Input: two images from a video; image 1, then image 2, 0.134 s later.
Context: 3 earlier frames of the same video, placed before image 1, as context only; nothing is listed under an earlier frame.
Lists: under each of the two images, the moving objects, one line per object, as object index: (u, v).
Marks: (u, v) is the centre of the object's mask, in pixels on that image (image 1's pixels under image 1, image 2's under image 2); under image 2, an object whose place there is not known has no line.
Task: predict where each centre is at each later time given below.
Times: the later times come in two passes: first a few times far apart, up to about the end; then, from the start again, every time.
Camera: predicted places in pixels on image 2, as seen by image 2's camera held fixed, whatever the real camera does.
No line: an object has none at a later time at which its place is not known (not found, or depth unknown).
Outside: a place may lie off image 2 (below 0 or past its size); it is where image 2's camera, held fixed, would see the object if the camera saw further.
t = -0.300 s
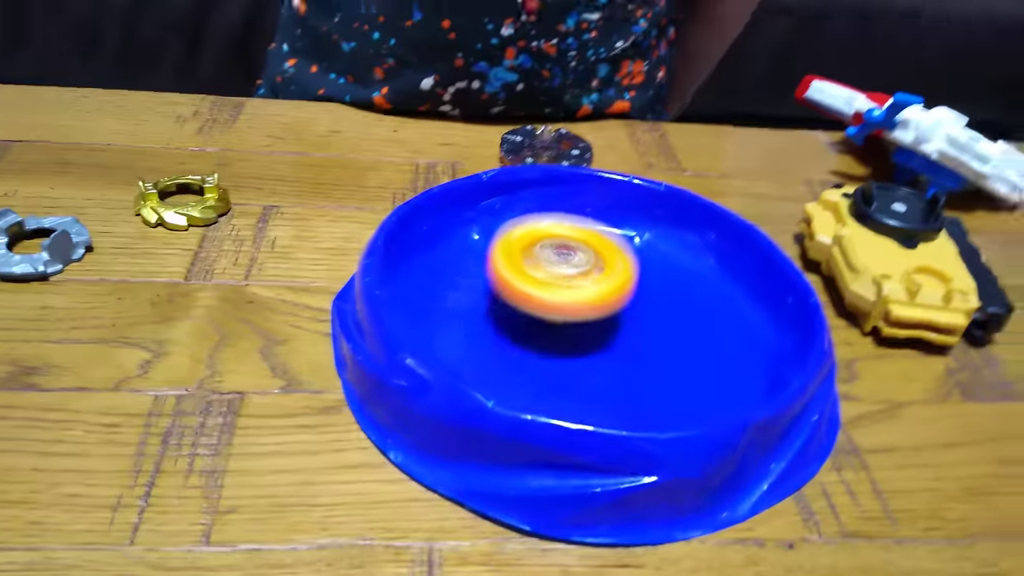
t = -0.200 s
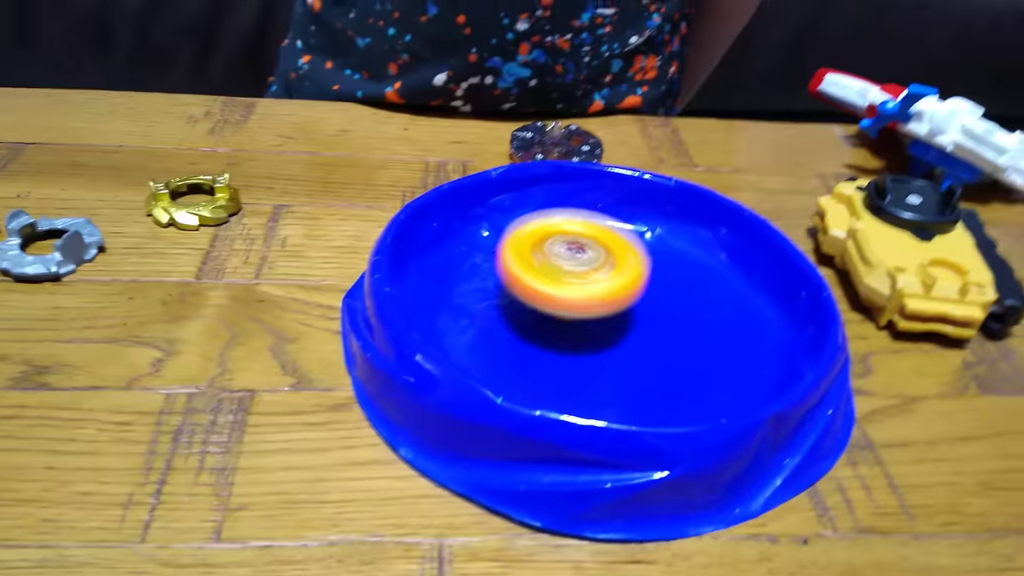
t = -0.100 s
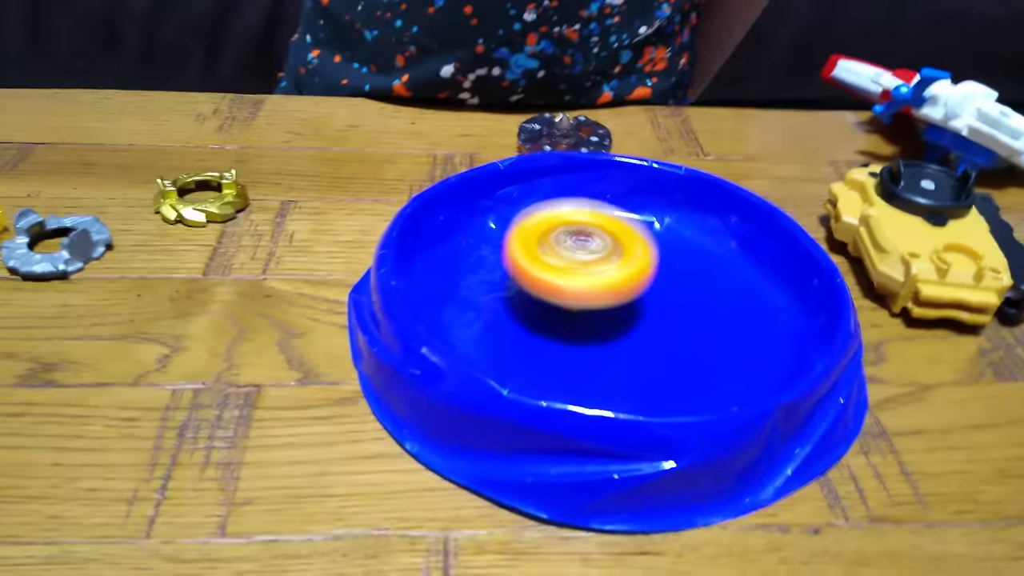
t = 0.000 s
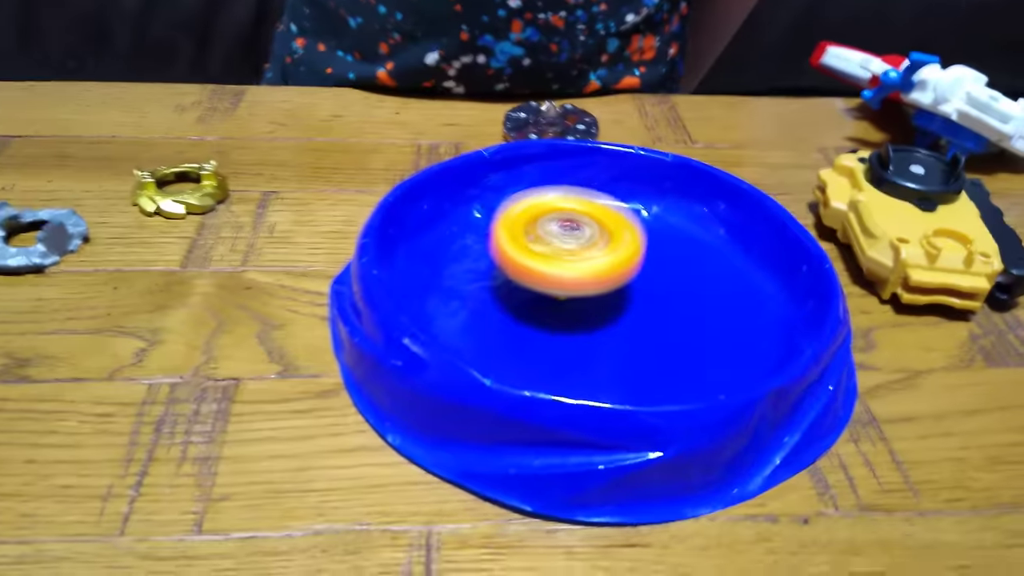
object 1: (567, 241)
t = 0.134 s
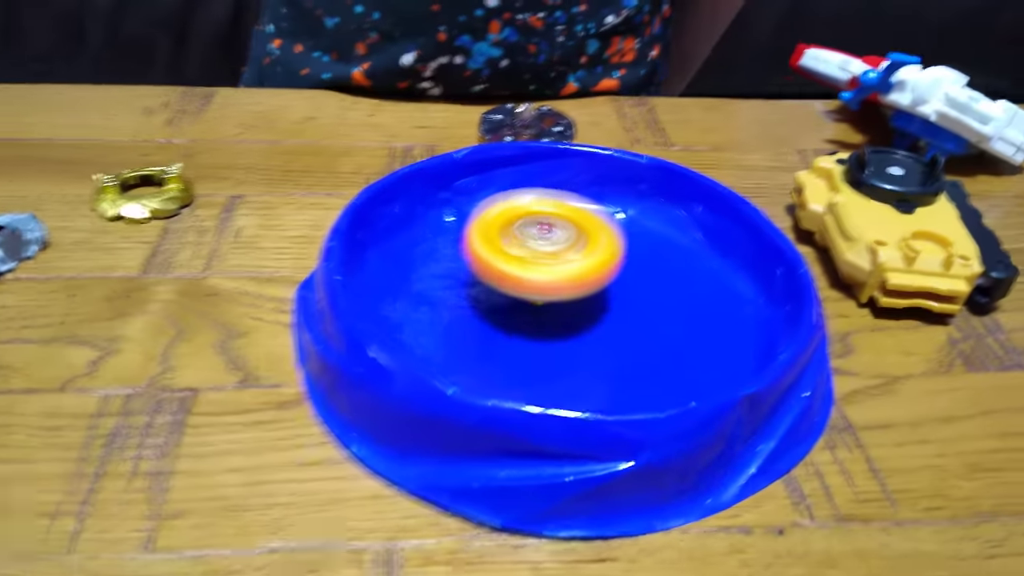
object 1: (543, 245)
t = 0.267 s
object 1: (547, 245)
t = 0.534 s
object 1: (549, 244)
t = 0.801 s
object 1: (551, 245)
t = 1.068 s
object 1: (553, 246)
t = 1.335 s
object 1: (556, 244)
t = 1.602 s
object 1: (552, 245)
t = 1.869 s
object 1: (554, 245)
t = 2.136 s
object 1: (553, 243)
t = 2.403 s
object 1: (549, 241)
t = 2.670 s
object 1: (544, 239)
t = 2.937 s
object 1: (537, 241)
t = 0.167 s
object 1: (544, 245)
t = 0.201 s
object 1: (545, 245)
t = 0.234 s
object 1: (546, 245)
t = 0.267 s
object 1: (547, 245)
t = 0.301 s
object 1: (547, 245)
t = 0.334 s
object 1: (548, 245)
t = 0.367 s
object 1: (549, 245)
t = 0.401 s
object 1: (549, 245)
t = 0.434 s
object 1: (549, 244)
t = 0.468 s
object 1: (549, 244)
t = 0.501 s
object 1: (549, 244)
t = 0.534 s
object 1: (549, 244)
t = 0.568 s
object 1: (546, 242)
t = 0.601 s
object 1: (549, 244)
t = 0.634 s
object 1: (550, 244)
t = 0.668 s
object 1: (550, 244)
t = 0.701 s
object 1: (550, 245)
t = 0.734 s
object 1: (550, 245)
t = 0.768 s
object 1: (551, 245)
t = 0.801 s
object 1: (551, 245)
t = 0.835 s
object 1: (550, 245)
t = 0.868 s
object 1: (550, 245)
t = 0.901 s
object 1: (550, 246)
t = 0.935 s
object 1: (551, 246)
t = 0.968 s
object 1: (551, 246)
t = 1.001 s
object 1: (552, 246)
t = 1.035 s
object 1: (552, 246)
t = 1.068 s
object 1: (553, 246)
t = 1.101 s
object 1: (553, 246)
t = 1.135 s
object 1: (554, 246)
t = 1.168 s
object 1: (555, 246)
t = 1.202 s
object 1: (555, 245)
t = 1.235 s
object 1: (556, 245)
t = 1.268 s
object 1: (556, 245)
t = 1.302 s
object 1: (556, 244)
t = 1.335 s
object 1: (556, 244)
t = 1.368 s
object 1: (556, 244)
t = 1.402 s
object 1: (556, 244)
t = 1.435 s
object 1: (556, 244)
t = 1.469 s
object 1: (555, 244)
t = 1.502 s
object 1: (554, 244)
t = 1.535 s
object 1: (553, 244)
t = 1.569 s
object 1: (553, 245)
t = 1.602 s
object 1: (552, 245)
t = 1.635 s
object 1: (552, 244)
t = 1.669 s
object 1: (551, 245)
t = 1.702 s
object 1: (552, 245)
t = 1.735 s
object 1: (552, 244)
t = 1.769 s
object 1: (552, 244)
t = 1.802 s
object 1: (552, 244)
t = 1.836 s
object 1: (553, 244)
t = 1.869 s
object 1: (554, 245)
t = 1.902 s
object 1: (554, 245)
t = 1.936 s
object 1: (555, 245)
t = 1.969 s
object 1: (555, 245)
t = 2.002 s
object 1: (555, 245)
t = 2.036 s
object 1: (555, 244)
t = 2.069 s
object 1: (554, 244)
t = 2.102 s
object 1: (554, 244)
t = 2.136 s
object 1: (553, 243)
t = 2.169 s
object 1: (553, 243)
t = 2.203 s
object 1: (552, 243)
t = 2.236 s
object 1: (552, 243)
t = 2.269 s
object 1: (551, 243)
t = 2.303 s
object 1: (551, 243)
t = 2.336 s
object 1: (550, 242)
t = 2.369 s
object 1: (549, 242)
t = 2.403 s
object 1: (549, 241)
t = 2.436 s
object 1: (549, 241)
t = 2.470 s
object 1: (548, 240)
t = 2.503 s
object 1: (547, 240)
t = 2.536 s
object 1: (547, 240)
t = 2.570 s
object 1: (546, 239)
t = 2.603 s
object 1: (545, 239)
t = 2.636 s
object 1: (545, 239)
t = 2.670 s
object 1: (544, 239)
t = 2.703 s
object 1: (543, 239)
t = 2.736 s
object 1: (542, 239)
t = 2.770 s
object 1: (541, 240)
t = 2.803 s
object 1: (540, 240)
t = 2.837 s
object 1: (539, 240)
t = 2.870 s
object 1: (538, 240)
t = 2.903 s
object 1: (537, 240)
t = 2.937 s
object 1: (537, 241)
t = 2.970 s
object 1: (536, 241)
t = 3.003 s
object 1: (535, 242)
